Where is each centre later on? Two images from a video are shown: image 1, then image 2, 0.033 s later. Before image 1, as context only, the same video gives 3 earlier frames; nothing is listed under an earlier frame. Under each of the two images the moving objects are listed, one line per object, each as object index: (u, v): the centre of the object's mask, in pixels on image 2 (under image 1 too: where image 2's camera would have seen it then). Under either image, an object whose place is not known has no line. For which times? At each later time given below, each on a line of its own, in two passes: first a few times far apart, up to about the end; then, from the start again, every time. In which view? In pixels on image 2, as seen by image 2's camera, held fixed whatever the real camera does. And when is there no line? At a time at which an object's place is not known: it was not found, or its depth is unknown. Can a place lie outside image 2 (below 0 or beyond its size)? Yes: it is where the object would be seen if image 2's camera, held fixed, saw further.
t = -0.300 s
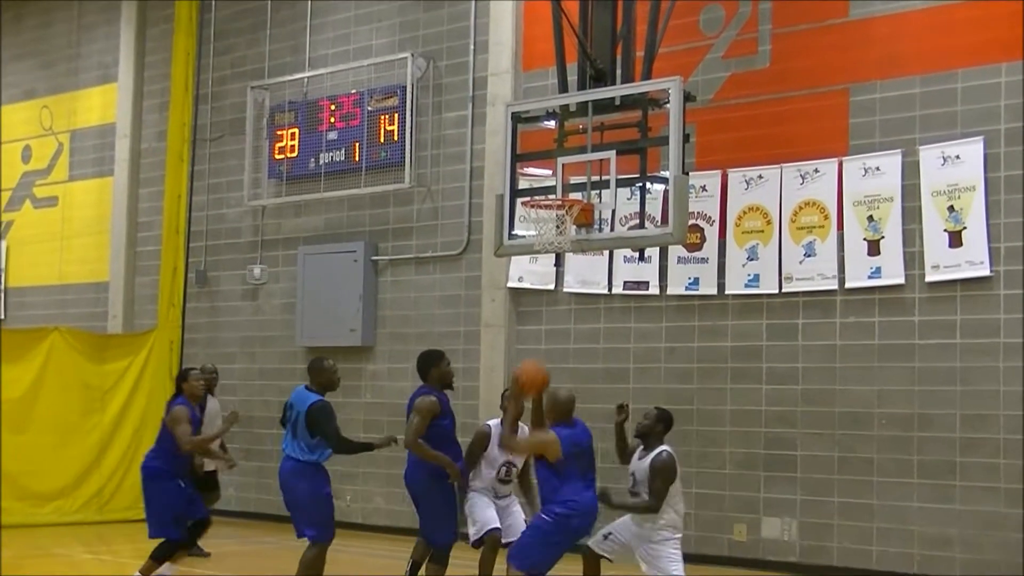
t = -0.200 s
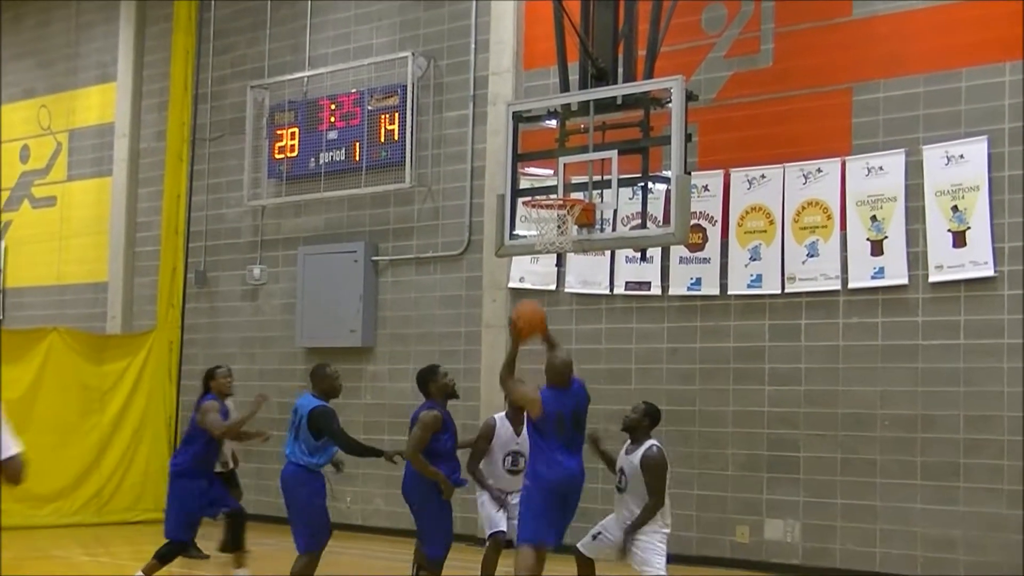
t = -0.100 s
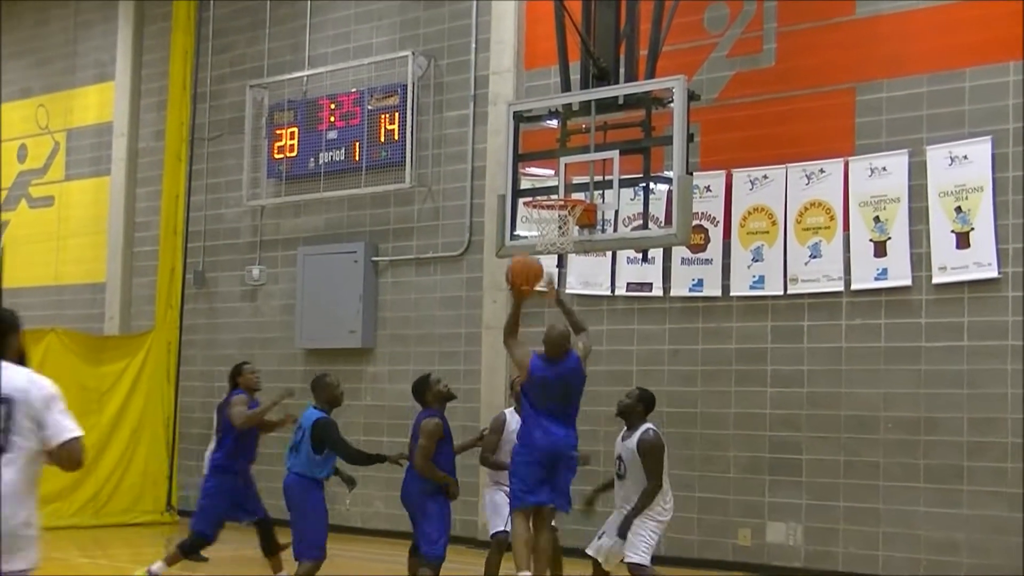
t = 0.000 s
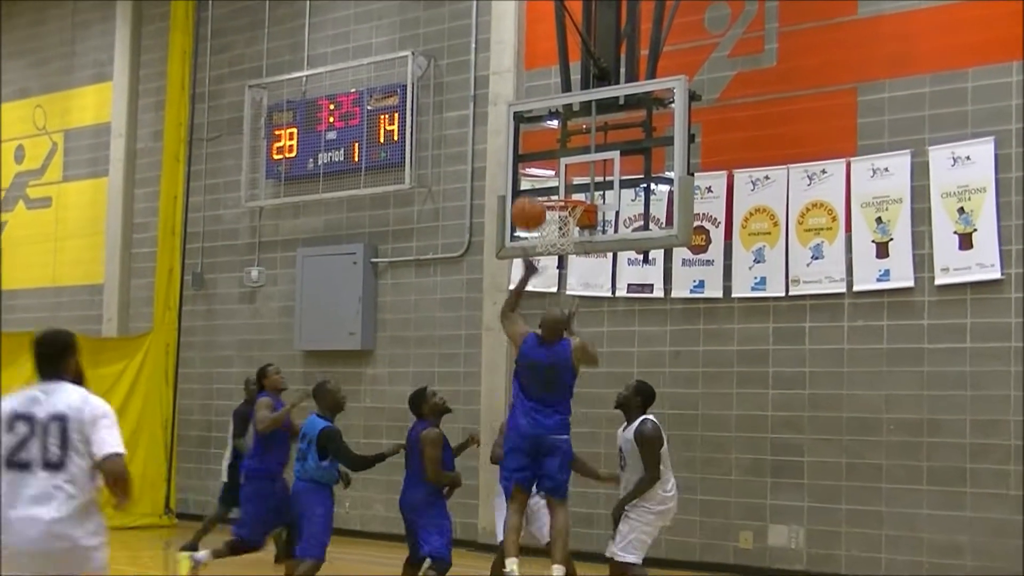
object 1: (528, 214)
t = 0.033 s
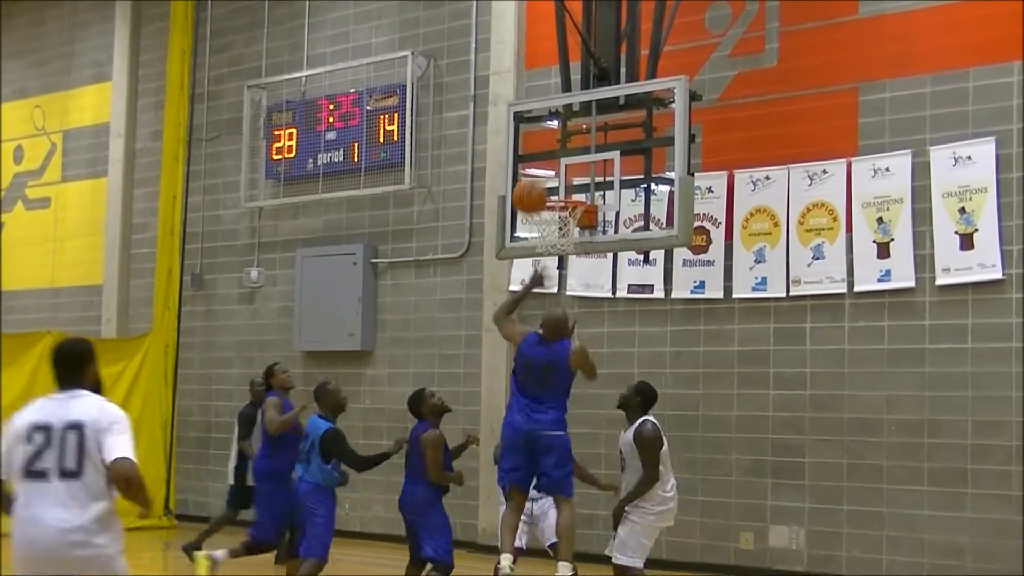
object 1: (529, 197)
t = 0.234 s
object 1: (536, 133)
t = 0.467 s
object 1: (543, 132)
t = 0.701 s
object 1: (546, 200)
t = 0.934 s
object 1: (553, 277)
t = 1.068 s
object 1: (557, 337)
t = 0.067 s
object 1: (530, 182)
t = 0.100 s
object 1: (531, 168)
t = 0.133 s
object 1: (532, 156)
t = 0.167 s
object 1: (533, 146)
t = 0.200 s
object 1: (534, 140)
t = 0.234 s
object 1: (536, 133)
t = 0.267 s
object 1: (537, 127)
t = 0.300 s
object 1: (538, 126)
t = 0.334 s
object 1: (539, 124)
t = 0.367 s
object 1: (540, 124)
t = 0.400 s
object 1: (541, 125)
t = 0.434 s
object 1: (542, 127)
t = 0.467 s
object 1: (543, 132)
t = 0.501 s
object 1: (544, 138)
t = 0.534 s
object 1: (545, 145)
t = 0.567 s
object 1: (545, 153)
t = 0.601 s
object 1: (545, 162)
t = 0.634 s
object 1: (545, 174)
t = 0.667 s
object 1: (546, 187)
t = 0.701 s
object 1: (546, 200)
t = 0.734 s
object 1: (545, 216)
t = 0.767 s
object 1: (548, 230)
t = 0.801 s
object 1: (546, 241)
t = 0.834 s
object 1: (550, 248)
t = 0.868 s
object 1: (551, 255)
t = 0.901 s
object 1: (552, 265)
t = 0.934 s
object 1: (553, 277)
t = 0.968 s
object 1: (554, 291)
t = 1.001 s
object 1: (555, 305)
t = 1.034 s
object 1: (557, 320)
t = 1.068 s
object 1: (557, 337)
